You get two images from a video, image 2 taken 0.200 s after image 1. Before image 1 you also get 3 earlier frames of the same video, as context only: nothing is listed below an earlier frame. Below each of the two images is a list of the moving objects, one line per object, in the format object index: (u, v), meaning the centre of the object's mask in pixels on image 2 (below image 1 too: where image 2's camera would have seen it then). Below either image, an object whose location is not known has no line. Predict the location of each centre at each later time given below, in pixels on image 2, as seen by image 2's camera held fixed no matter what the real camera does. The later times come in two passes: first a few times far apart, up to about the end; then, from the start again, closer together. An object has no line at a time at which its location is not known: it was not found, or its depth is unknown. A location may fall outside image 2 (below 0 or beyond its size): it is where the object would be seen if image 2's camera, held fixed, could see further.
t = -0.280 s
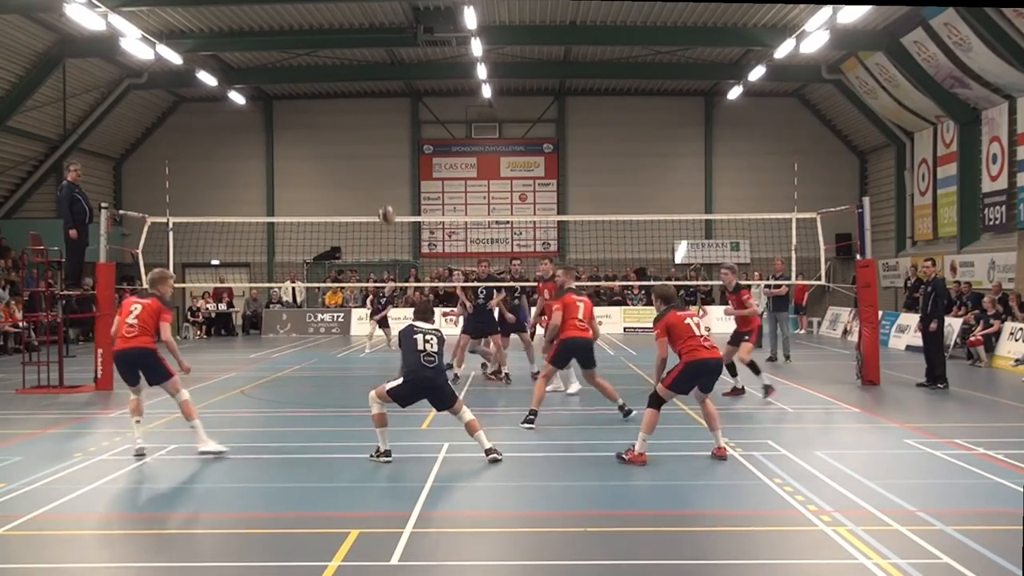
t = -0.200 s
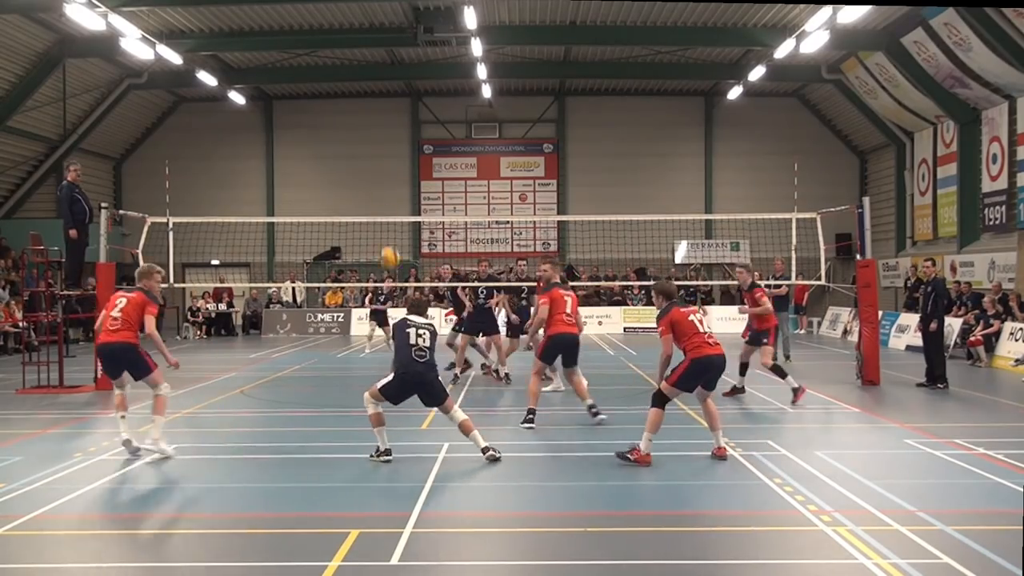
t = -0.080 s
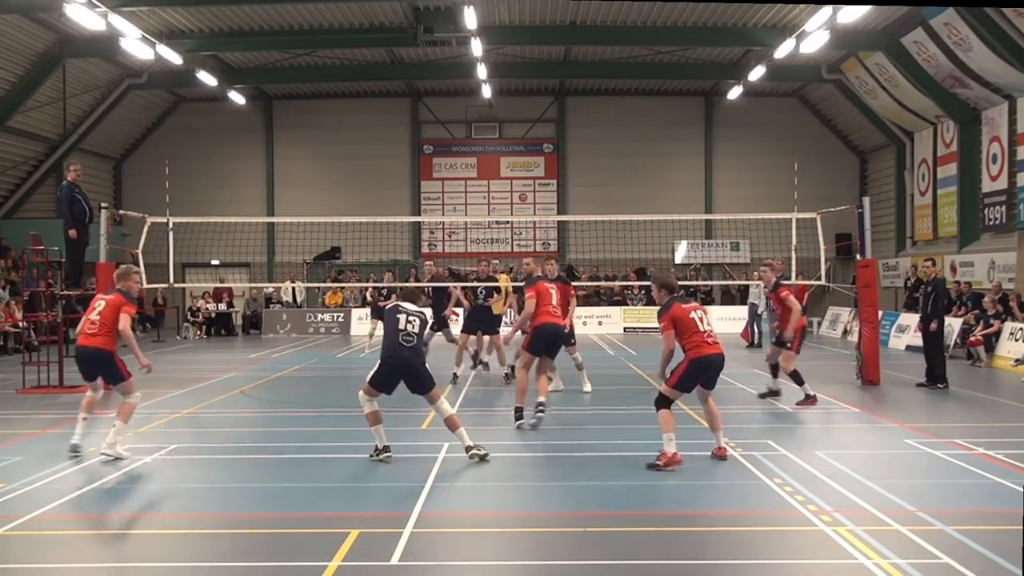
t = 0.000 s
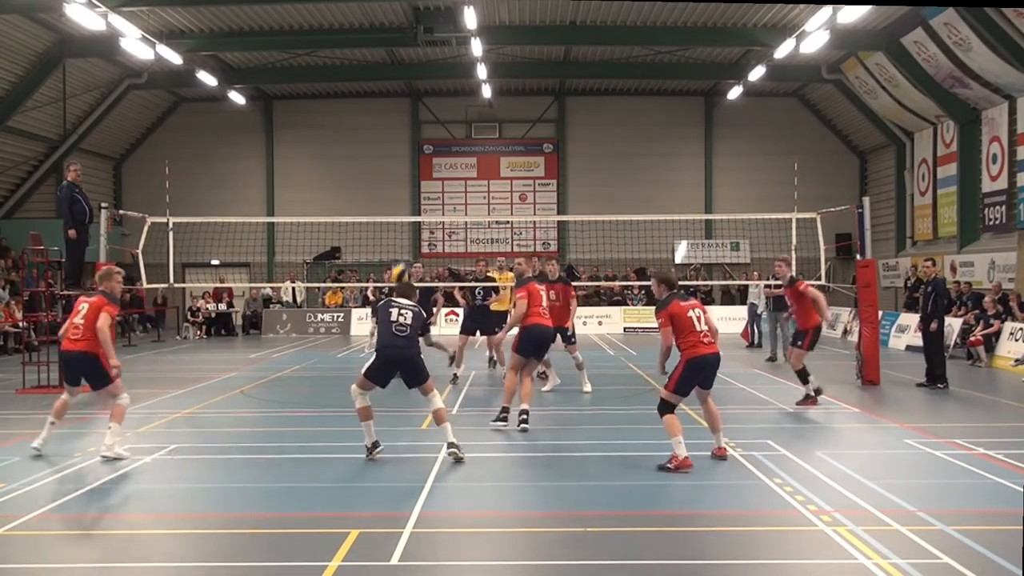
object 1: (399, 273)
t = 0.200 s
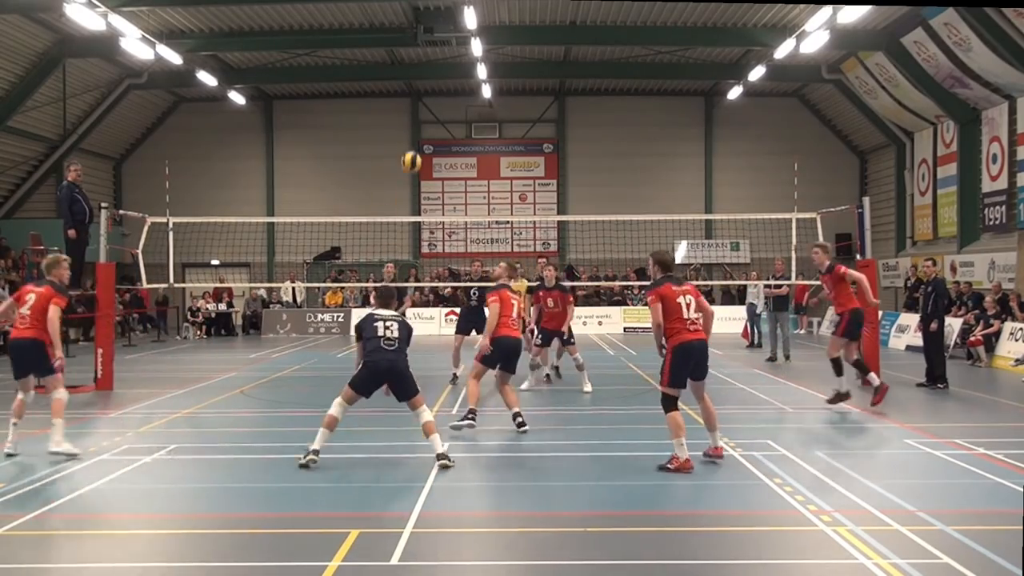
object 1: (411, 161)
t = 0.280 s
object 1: (415, 131)
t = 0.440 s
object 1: (422, 94)
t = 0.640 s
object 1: (430, 81)
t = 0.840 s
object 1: (438, 98)
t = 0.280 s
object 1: (415, 131)
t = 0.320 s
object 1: (417, 119)
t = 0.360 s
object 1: (419, 109)
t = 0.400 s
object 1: (421, 100)
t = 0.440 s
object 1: (422, 94)
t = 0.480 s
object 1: (424, 89)
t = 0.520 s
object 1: (426, 84)
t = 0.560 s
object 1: (428, 83)
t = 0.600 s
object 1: (429, 81)
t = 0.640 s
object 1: (430, 81)
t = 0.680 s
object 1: (432, 83)
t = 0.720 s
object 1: (434, 85)
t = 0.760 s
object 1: (435, 88)
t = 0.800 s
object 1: (437, 93)
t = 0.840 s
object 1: (438, 98)
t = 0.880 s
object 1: (439, 105)
